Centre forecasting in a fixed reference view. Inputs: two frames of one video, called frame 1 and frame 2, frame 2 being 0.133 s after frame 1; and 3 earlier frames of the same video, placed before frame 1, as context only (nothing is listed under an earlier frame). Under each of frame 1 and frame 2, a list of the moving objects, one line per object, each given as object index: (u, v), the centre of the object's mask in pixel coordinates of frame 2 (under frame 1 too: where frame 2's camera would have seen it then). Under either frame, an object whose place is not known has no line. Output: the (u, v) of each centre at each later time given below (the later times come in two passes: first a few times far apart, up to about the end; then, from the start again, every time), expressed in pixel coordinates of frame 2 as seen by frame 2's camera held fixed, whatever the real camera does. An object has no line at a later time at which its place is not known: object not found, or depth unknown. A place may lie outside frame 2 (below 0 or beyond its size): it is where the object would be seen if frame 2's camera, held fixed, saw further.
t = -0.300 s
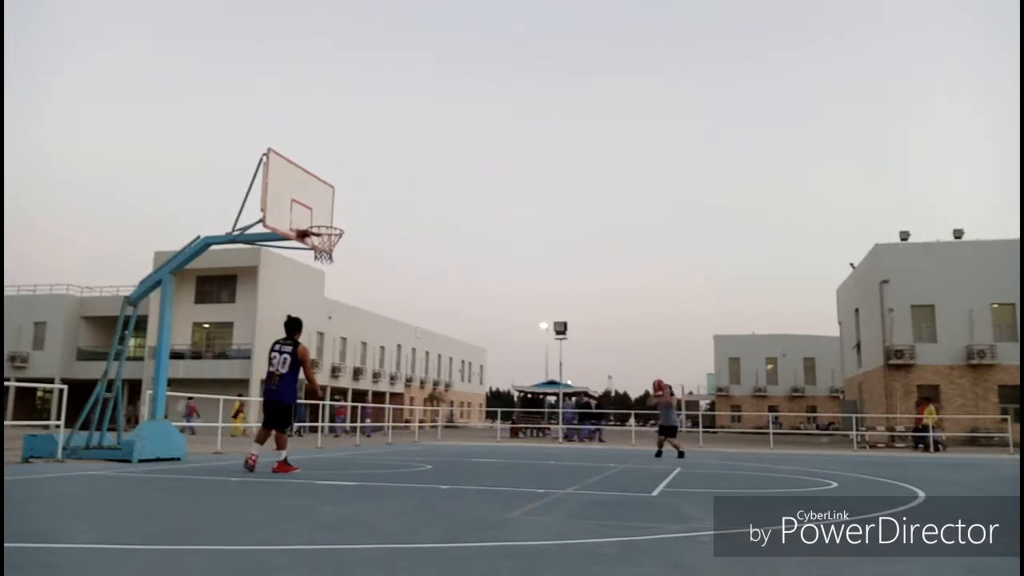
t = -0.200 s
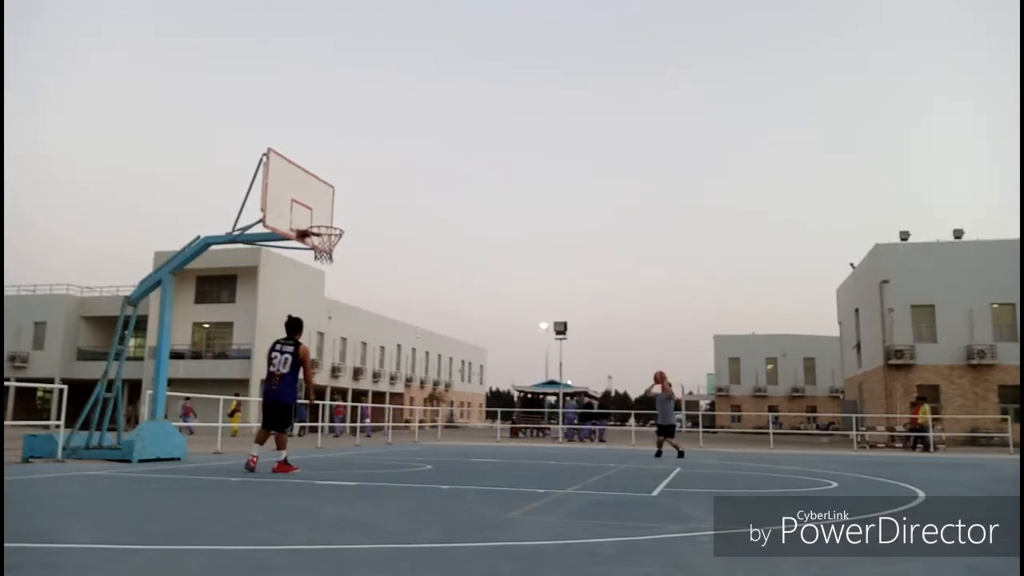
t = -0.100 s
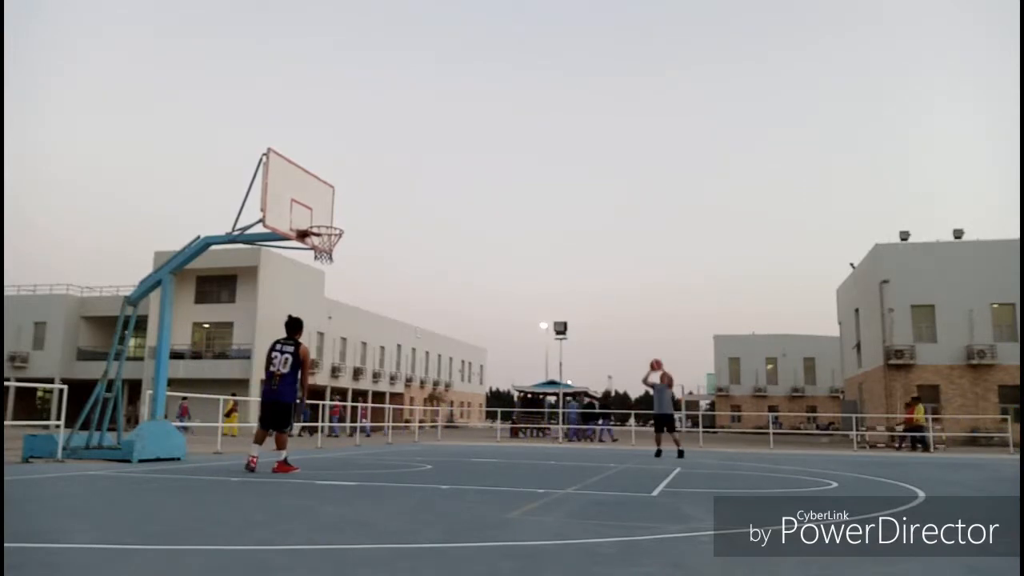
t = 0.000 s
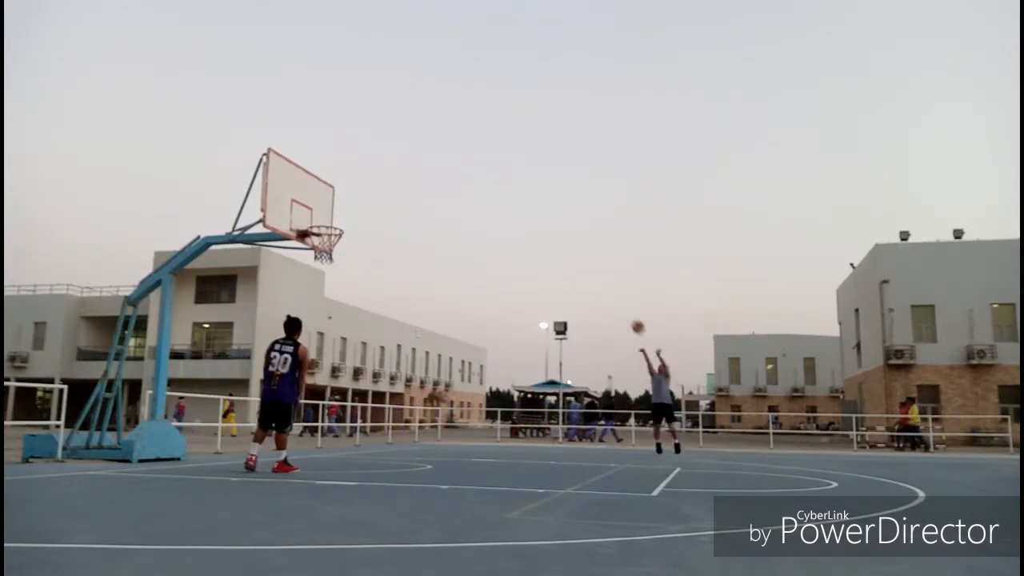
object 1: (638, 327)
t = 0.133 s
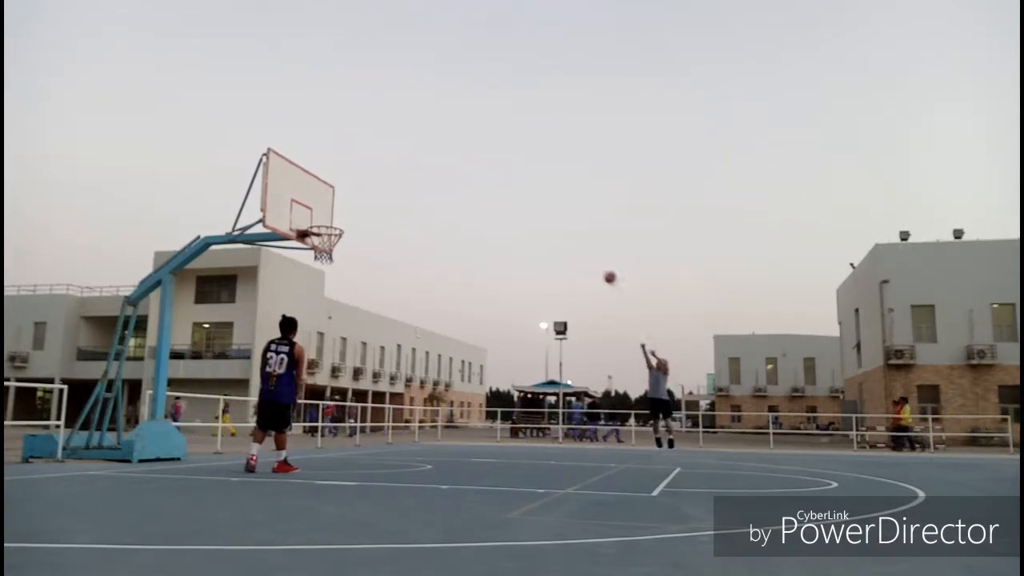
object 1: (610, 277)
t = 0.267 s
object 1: (581, 237)
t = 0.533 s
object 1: (519, 182)
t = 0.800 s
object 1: (450, 165)
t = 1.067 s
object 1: (369, 190)
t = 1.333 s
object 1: (331, 238)
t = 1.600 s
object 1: (311, 241)
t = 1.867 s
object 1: (330, 252)
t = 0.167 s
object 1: (603, 266)
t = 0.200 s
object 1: (596, 256)
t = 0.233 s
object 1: (588, 246)
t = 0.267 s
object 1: (581, 237)
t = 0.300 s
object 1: (574, 228)
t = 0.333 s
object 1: (566, 220)
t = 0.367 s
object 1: (558, 212)
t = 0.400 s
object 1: (551, 205)
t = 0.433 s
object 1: (543, 199)
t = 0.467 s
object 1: (535, 193)
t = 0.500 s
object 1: (527, 187)
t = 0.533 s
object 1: (519, 182)
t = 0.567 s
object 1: (511, 178)
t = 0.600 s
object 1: (503, 174)
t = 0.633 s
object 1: (494, 171)
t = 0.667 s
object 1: (486, 169)
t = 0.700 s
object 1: (477, 167)
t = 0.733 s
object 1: (468, 165)
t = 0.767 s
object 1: (459, 165)
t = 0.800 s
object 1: (450, 165)
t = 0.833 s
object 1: (440, 165)
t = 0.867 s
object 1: (431, 166)
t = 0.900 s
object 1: (421, 168)
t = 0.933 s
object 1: (411, 171)
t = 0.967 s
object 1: (401, 175)
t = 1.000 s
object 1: (391, 179)
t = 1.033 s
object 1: (380, 184)
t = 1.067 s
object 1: (369, 190)
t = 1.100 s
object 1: (358, 197)
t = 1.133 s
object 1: (346, 204)
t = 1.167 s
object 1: (335, 212)
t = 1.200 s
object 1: (323, 221)
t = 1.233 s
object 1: (319, 228)
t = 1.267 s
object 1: (327, 231)
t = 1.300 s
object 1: (331, 234)
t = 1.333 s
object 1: (331, 238)
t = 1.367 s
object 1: (326, 244)
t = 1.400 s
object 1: (321, 245)
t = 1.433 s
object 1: (315, 246)
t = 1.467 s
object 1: (311, 245)
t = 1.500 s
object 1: (311, 244)
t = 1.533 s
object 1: (310, 243)
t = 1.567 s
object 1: (311, 242)
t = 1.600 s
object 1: (311, 241)
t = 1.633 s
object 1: (312, 241)
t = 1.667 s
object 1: (314, 241)
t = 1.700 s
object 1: (318, 242)
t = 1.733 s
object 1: (320, 244)
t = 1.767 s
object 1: (324, 245)
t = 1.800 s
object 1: (326, 247)
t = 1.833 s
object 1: (329, 249)
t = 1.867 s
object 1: (330, 252)
